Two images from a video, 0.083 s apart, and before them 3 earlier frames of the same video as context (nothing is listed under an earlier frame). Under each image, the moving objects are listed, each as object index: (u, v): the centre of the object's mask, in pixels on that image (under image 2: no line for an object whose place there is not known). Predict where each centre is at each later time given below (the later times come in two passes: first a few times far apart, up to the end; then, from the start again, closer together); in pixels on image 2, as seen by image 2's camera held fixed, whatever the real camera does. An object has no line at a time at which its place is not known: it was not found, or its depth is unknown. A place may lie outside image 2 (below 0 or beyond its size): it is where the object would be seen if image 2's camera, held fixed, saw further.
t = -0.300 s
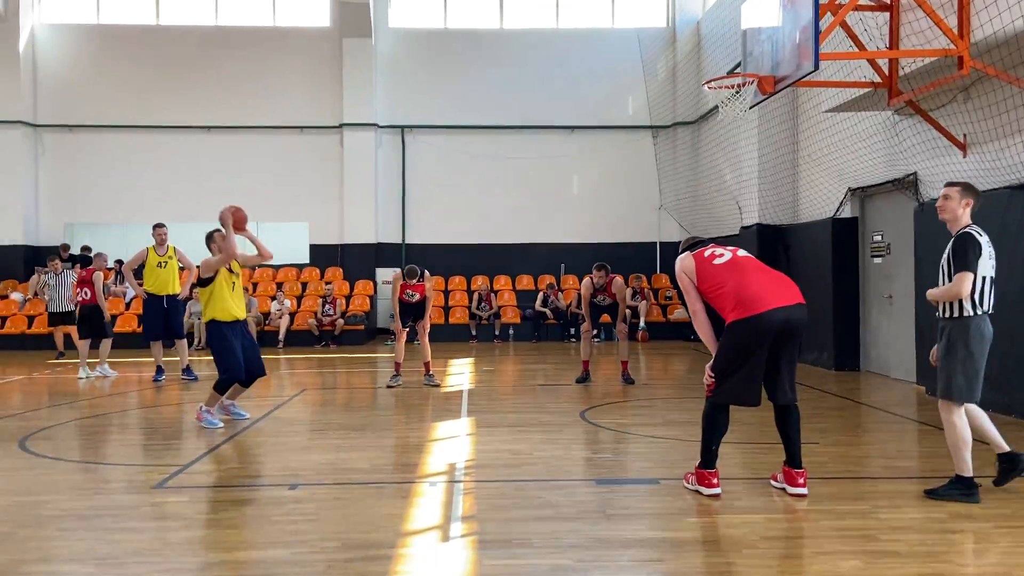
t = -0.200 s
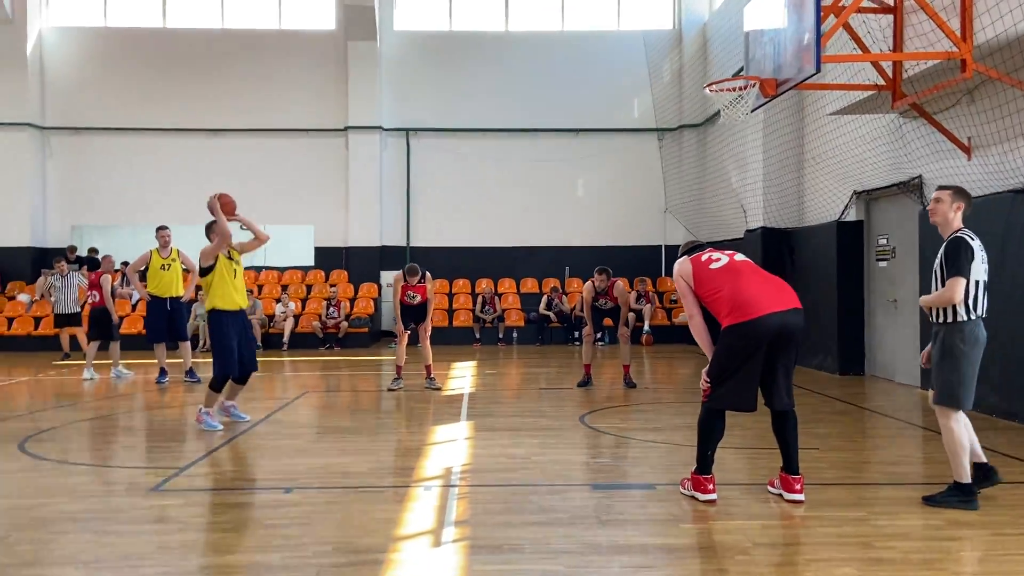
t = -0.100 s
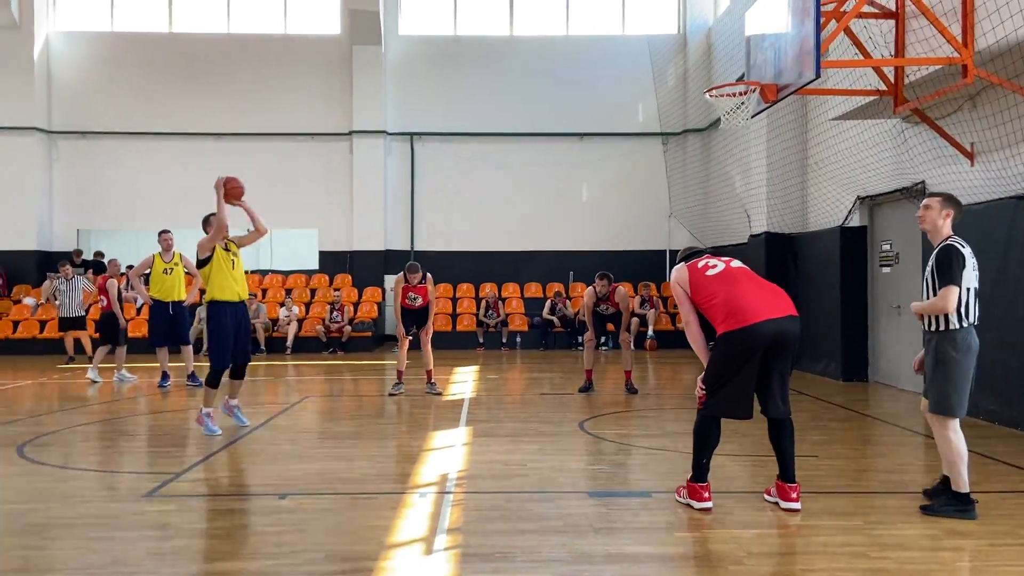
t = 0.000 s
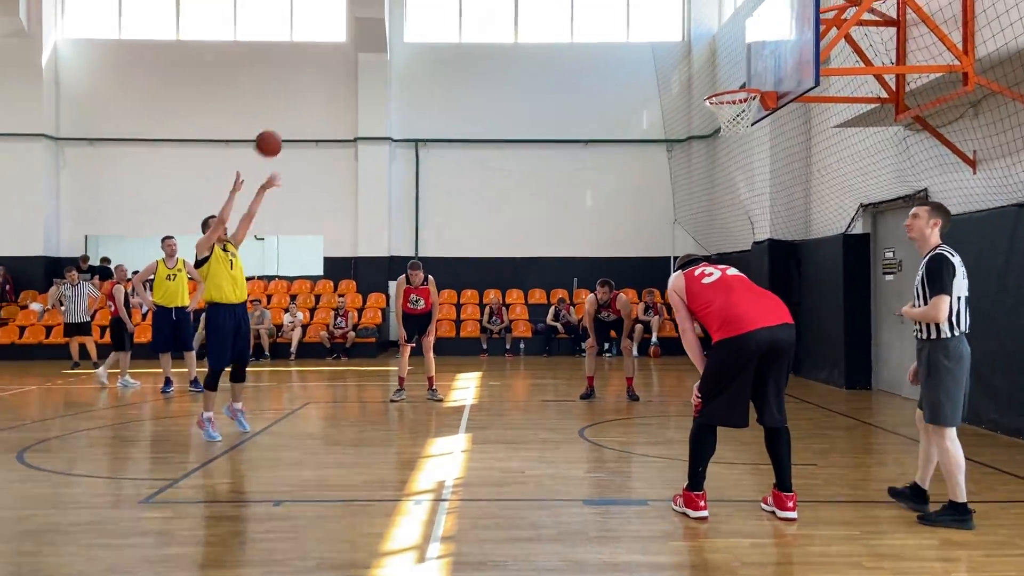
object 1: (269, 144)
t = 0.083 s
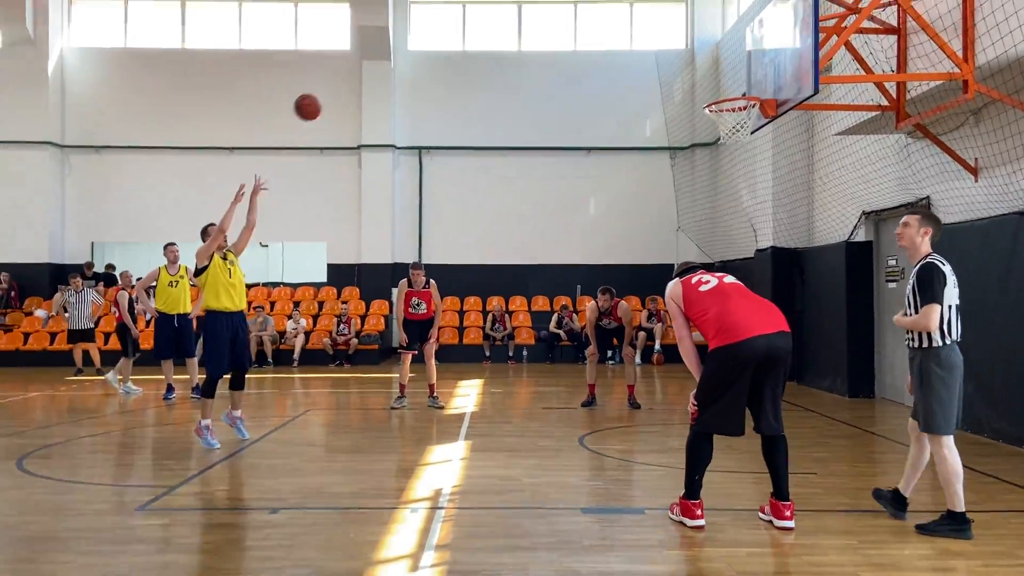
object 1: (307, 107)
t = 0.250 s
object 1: (379, 39)
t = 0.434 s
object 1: (456, -2)
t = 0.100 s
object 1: (315, 99)
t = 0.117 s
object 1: (322, 91)
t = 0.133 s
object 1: (330, 84)
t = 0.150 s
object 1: (338, 76)
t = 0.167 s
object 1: (344, 69)
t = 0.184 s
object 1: (351, 63)
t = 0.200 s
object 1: (359, 56)
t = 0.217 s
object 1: (365, 50)
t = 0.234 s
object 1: (371, 44)
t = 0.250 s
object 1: (379, 39)
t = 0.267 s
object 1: (386, 33)
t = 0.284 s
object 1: (394, 29)
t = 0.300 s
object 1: (401, 24)
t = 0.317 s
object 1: (407, 20)
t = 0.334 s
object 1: (413, 15)
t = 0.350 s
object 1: (421, 12)
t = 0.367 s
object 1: (428, 8)
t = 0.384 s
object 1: (436, 5)
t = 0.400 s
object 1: (443, 2)
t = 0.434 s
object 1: (456, -2)
